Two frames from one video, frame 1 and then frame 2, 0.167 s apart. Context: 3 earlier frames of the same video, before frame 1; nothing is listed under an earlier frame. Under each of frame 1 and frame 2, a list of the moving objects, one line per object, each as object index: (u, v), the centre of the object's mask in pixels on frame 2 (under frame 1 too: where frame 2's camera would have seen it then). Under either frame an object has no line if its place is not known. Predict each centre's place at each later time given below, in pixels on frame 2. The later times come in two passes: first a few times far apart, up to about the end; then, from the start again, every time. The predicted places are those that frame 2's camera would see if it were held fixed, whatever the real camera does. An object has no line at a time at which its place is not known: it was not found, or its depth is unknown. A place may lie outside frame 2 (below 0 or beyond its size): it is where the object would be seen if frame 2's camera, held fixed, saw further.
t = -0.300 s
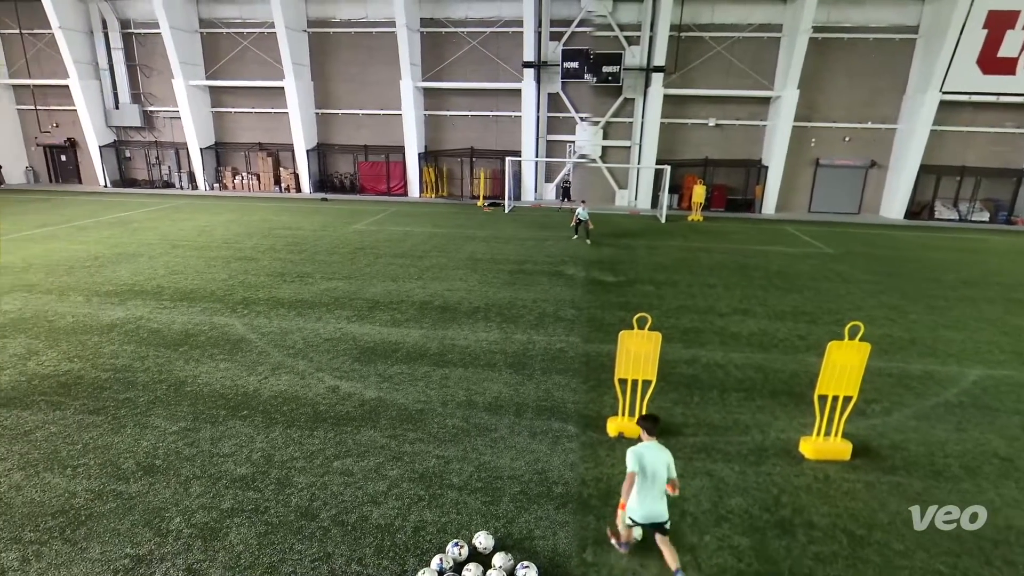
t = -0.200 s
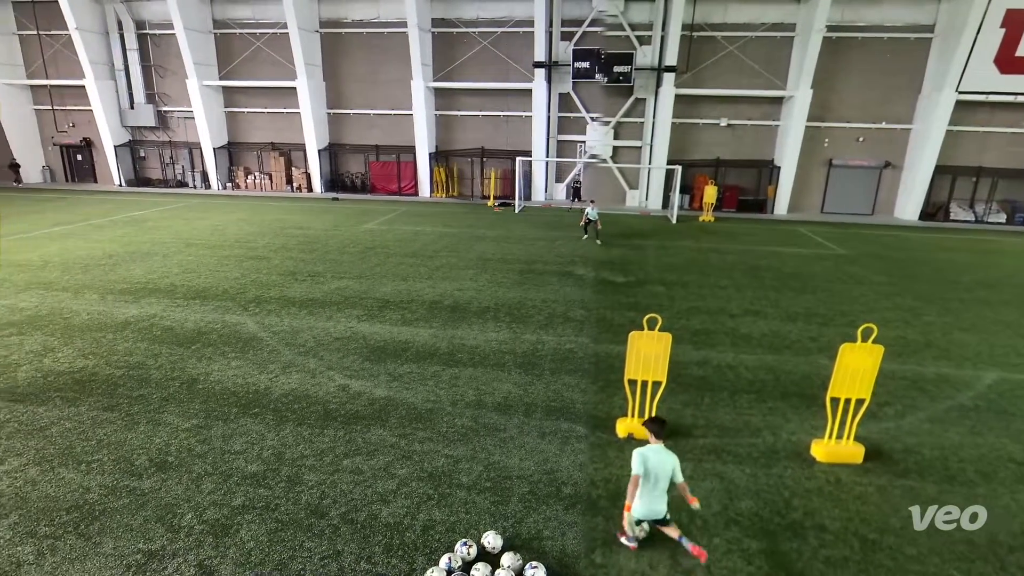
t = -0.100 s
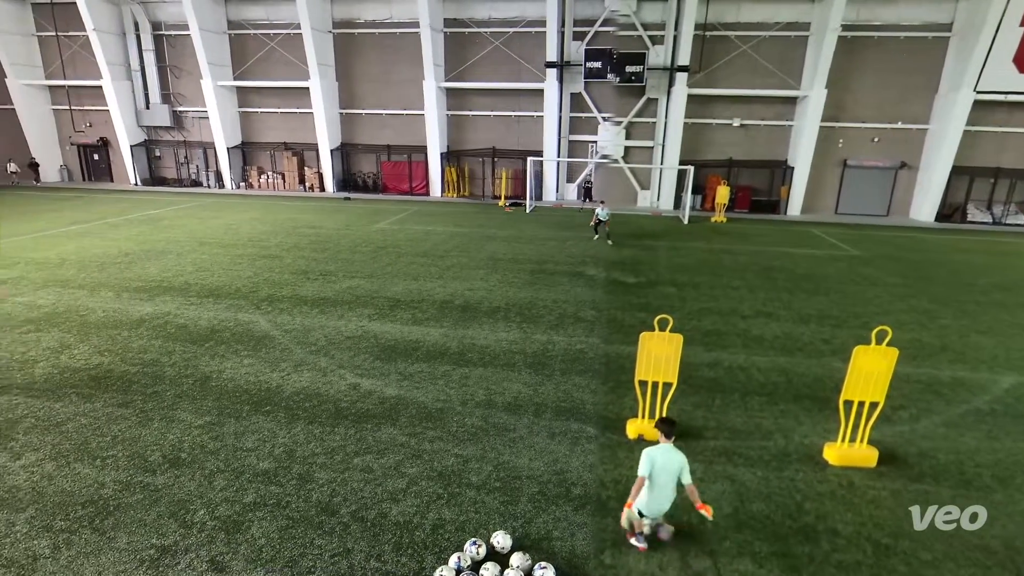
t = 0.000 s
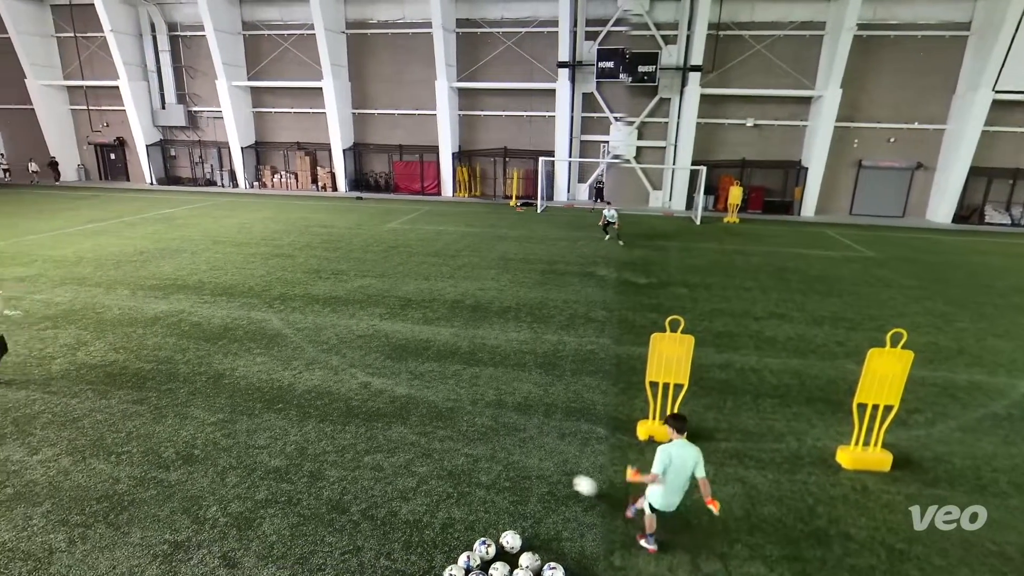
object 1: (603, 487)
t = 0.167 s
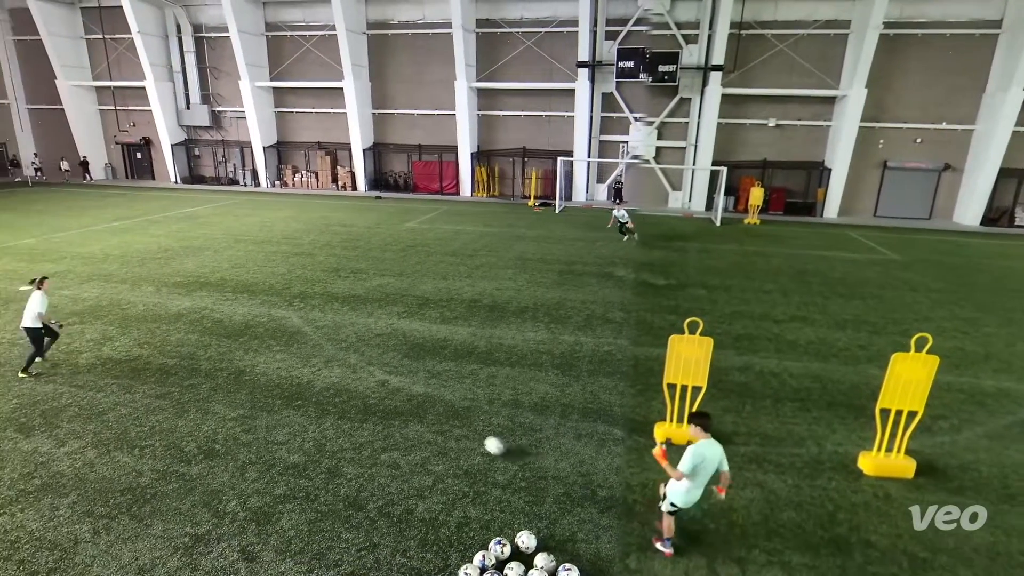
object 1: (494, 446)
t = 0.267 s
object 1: (448, 423)
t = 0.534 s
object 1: (354, 387)
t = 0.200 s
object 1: (478, 437)
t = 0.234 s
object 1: (463, 430)
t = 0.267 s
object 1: (448, 423)
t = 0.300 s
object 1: (434, 418)
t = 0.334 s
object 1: (420, 413)
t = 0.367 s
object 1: (407, 411)
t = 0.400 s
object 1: (395, 407)
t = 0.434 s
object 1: (384, 402)
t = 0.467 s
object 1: (374, 397)
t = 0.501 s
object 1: (363, 391)
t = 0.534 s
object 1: (354, 387)
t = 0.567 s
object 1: (344, 384)
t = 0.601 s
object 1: (335, 381)
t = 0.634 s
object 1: (326, 379)
